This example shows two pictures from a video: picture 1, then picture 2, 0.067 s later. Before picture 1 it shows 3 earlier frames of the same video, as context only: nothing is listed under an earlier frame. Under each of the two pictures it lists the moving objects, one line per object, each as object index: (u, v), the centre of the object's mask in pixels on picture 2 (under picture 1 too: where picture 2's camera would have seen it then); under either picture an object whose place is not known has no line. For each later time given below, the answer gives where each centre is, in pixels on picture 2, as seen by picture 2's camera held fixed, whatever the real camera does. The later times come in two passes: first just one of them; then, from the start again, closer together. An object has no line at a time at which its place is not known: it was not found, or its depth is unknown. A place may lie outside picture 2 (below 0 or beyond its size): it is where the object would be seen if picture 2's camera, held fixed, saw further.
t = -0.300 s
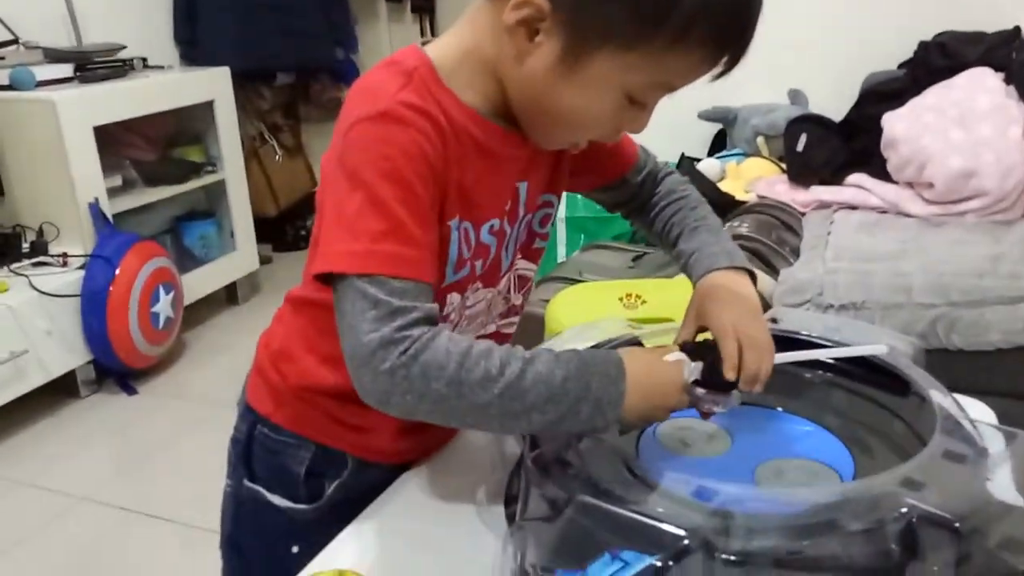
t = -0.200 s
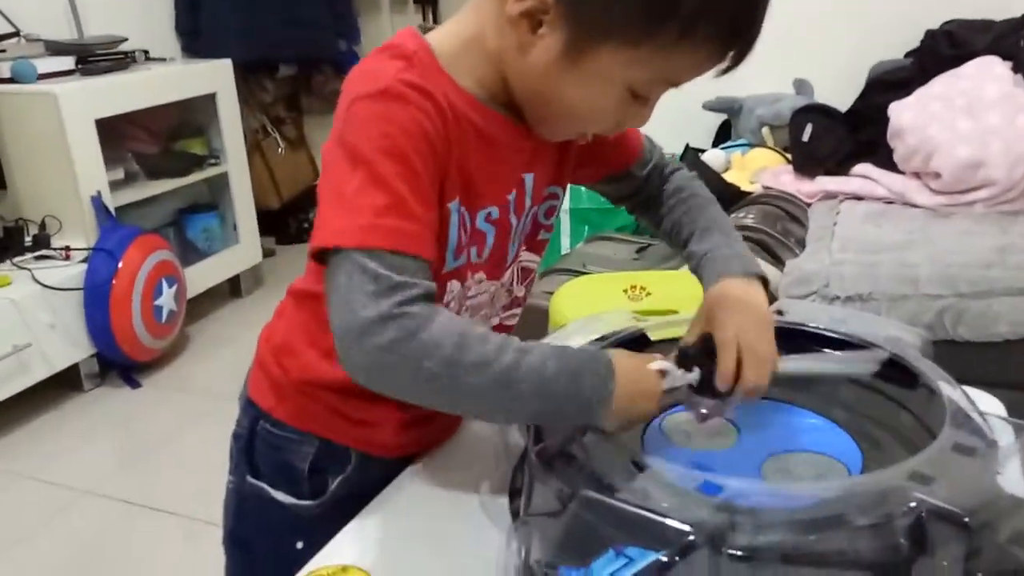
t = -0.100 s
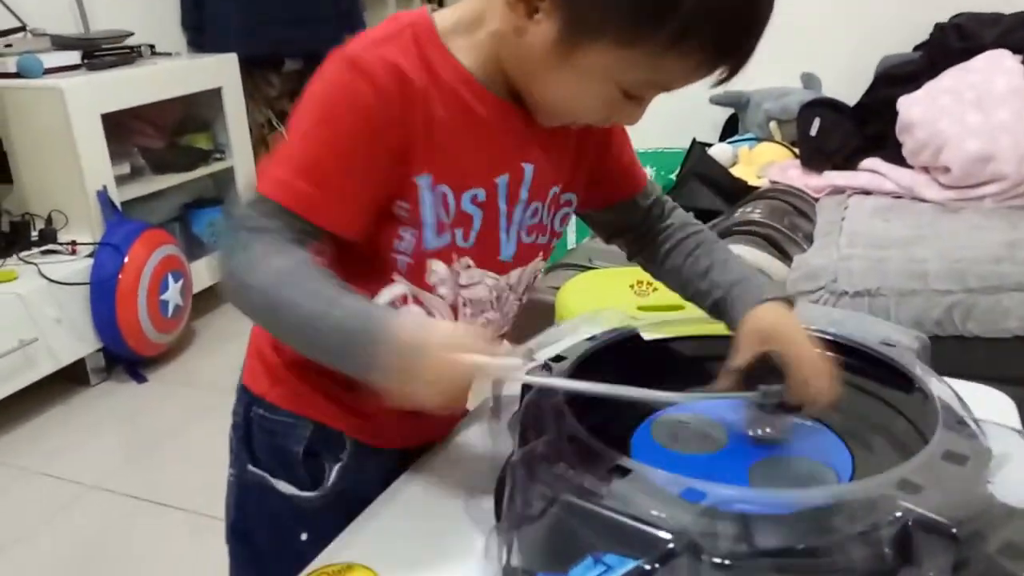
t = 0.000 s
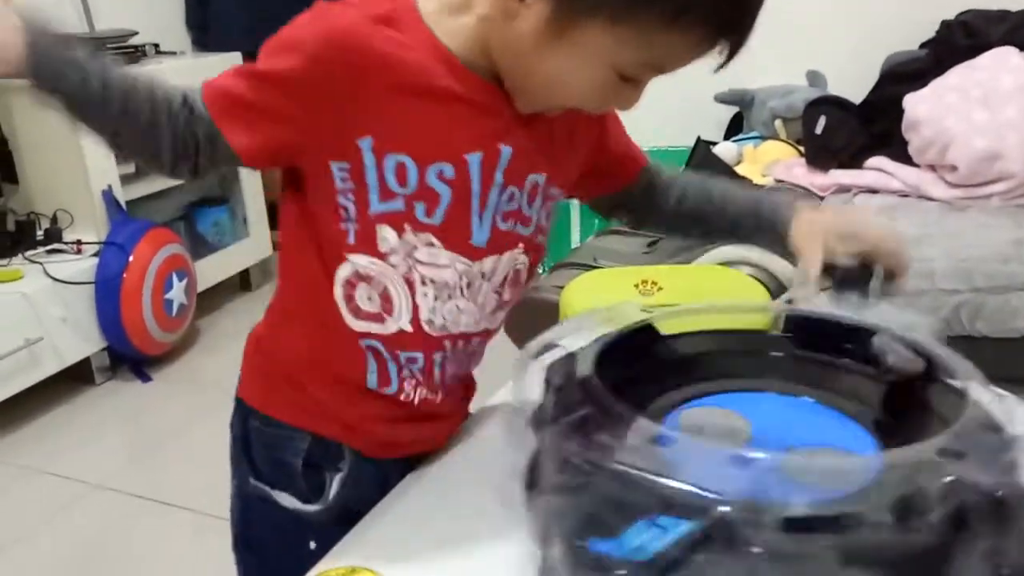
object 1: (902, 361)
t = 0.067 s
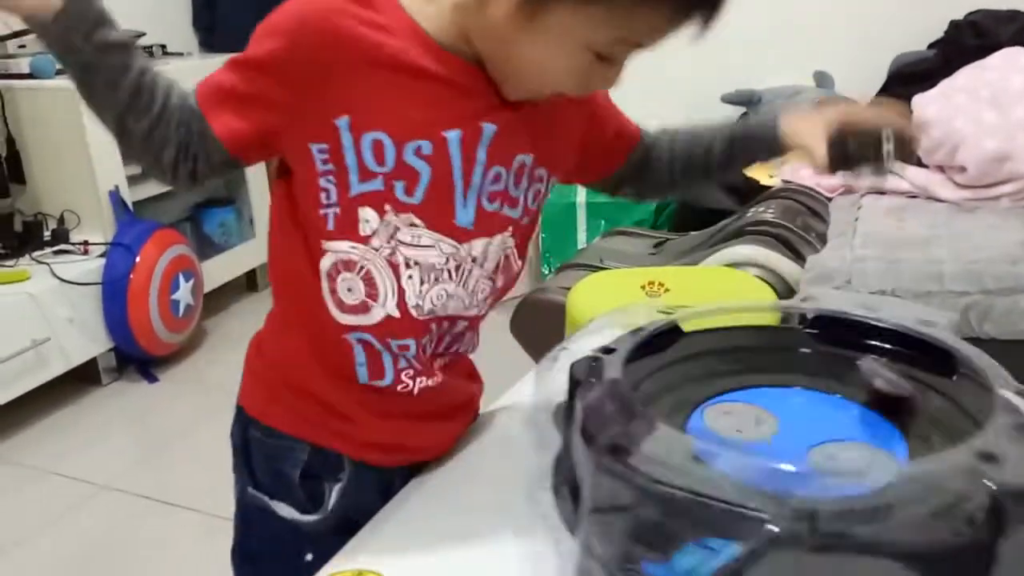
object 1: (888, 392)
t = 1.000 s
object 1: (836, 368)
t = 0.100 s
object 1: (867, 386)
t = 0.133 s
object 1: (846, 388)
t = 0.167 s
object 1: (825, 390)
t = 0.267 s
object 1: (774, 392)
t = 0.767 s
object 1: (751, 385)
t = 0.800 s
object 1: (762, 381)
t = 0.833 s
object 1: (773, 378)
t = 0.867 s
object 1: (786, 375)
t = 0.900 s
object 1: (799, 373)
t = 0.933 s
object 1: (811, 371)
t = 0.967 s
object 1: (824, 369)
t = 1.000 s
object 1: (836, 368)
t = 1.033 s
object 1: (847, 369)
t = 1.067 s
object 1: (859, 370)
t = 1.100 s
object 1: (871, 370)
